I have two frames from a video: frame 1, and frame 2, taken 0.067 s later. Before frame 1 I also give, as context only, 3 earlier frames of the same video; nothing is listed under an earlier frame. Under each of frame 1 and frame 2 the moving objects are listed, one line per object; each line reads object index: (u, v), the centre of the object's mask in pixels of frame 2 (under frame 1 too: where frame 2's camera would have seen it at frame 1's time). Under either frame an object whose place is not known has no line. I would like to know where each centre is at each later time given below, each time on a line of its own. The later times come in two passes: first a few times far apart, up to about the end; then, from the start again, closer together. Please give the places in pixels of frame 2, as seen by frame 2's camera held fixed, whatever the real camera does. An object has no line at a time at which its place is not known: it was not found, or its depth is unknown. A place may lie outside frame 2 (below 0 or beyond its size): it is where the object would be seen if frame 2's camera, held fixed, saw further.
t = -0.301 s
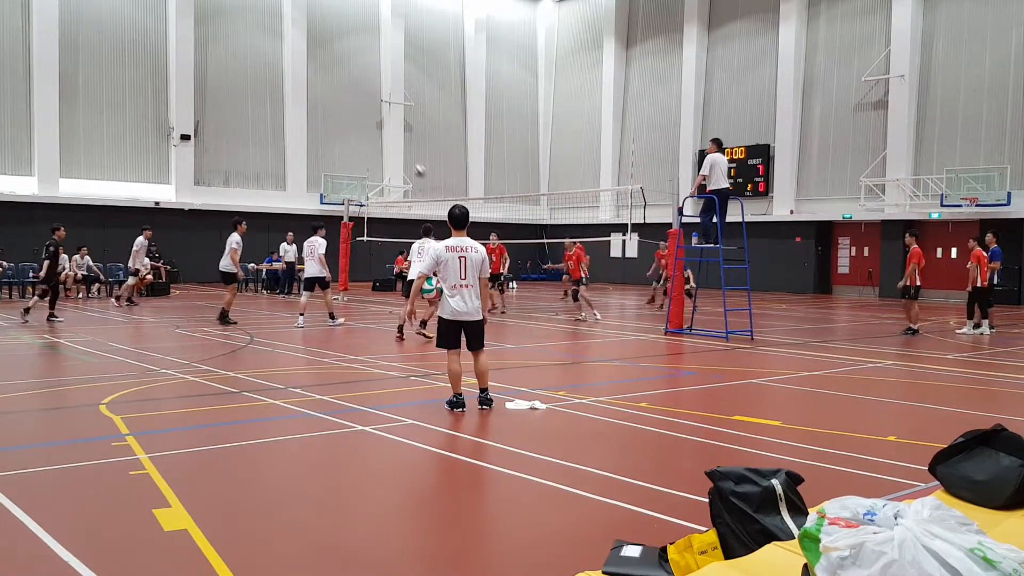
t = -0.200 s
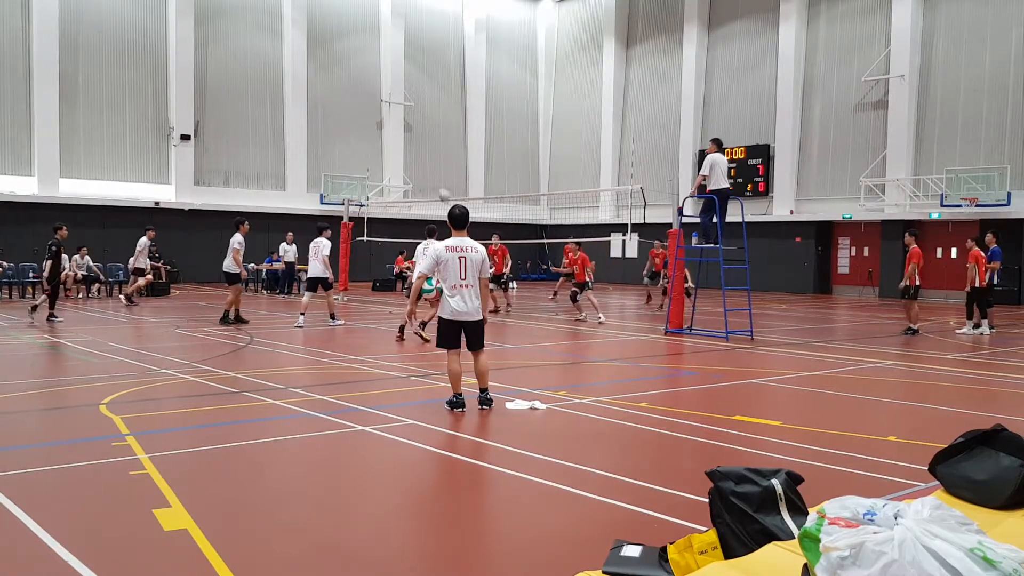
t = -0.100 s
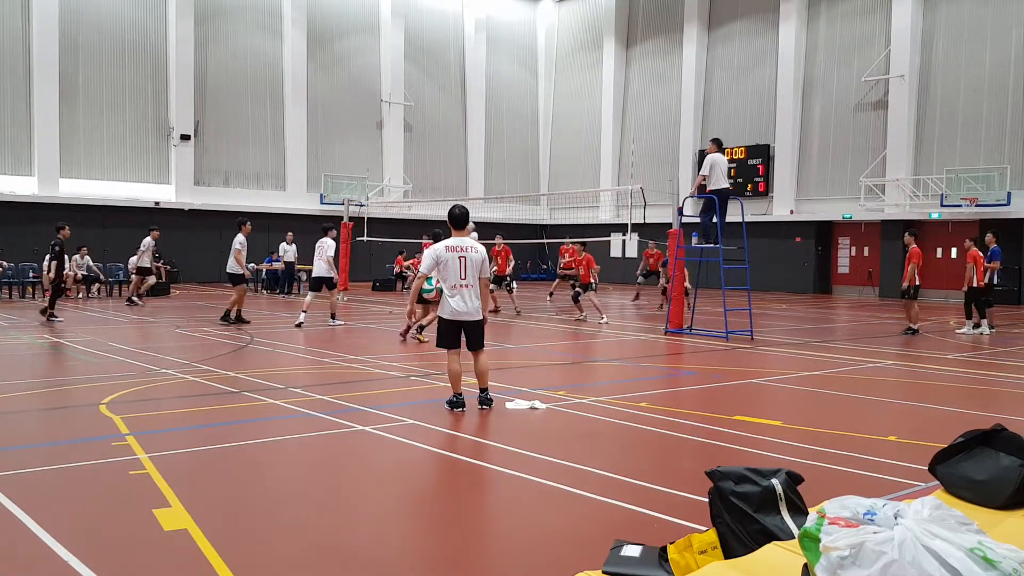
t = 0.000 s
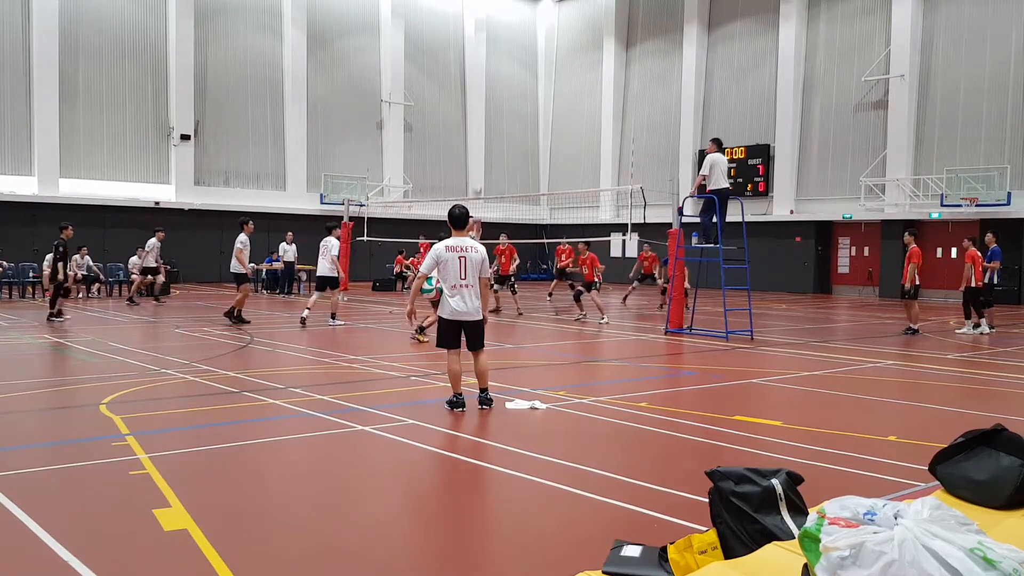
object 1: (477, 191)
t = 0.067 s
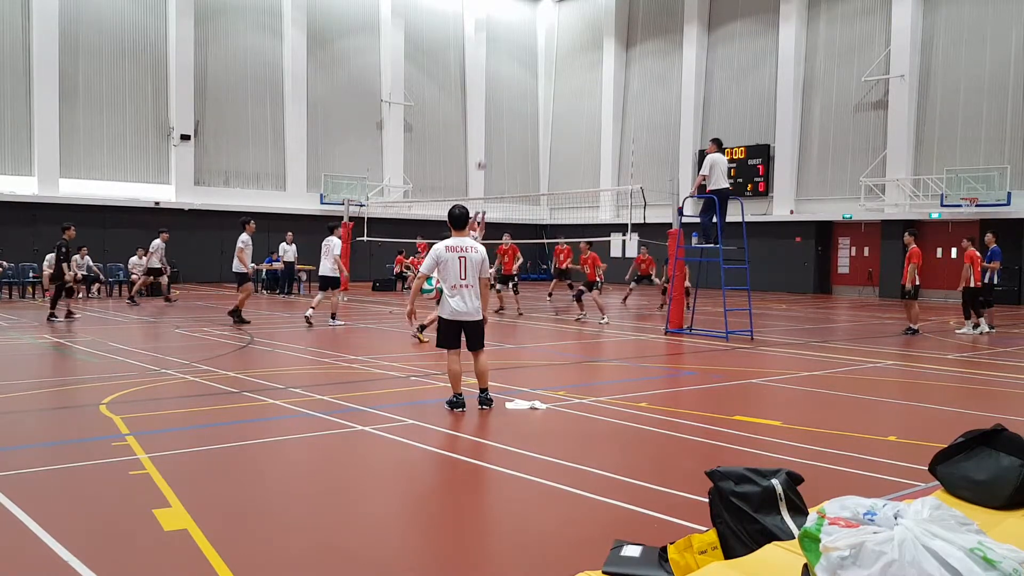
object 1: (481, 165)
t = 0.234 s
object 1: (491, 106)
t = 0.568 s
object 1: (510, 43)
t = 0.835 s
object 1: (525, 36)
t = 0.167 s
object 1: (486, 128)
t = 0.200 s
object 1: (488, 116)
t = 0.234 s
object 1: (491, 106)
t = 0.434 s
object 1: (503, 61)
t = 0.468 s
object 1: (505, 56)
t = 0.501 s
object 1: (506, 51)
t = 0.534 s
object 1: (508, 47)
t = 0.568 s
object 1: (510, 43)
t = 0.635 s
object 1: (514, 37)
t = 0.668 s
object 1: (516, 36)
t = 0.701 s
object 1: (518, 34)
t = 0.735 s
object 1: (519, 34)
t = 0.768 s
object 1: (521, 34)
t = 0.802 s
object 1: (523, 35)
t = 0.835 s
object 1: (525, 36)
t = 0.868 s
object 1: (527, 38)
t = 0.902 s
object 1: (529, 41)
